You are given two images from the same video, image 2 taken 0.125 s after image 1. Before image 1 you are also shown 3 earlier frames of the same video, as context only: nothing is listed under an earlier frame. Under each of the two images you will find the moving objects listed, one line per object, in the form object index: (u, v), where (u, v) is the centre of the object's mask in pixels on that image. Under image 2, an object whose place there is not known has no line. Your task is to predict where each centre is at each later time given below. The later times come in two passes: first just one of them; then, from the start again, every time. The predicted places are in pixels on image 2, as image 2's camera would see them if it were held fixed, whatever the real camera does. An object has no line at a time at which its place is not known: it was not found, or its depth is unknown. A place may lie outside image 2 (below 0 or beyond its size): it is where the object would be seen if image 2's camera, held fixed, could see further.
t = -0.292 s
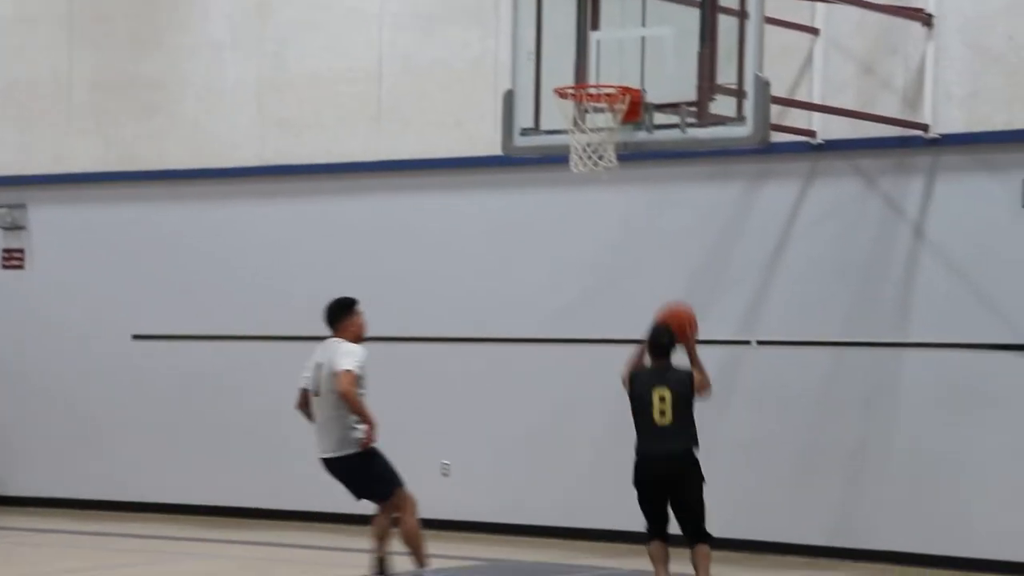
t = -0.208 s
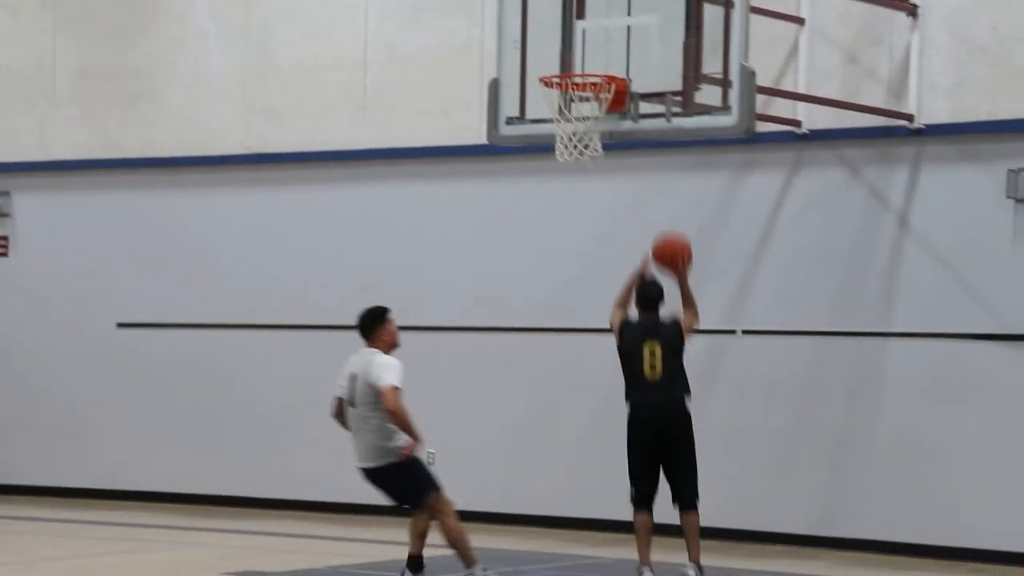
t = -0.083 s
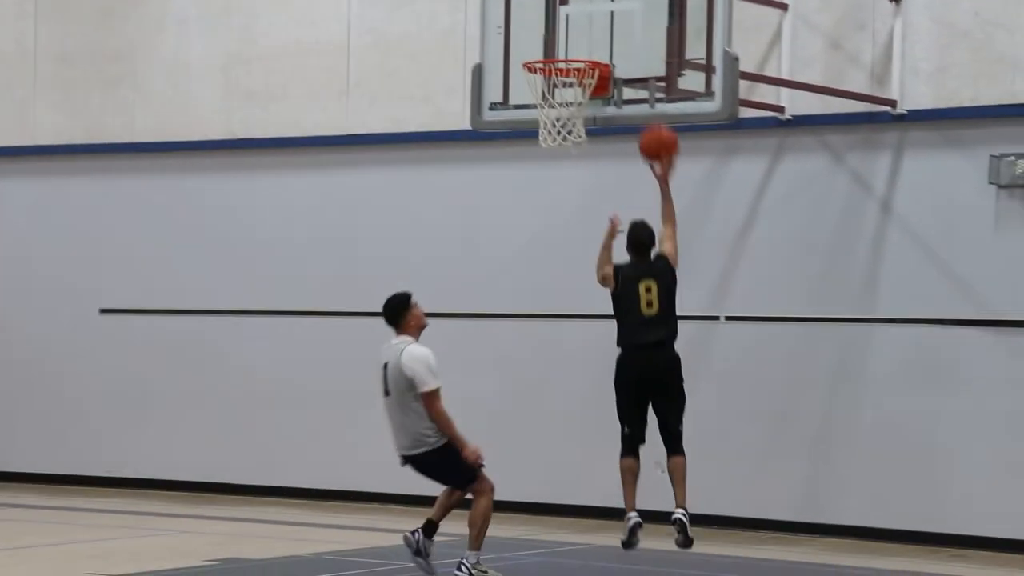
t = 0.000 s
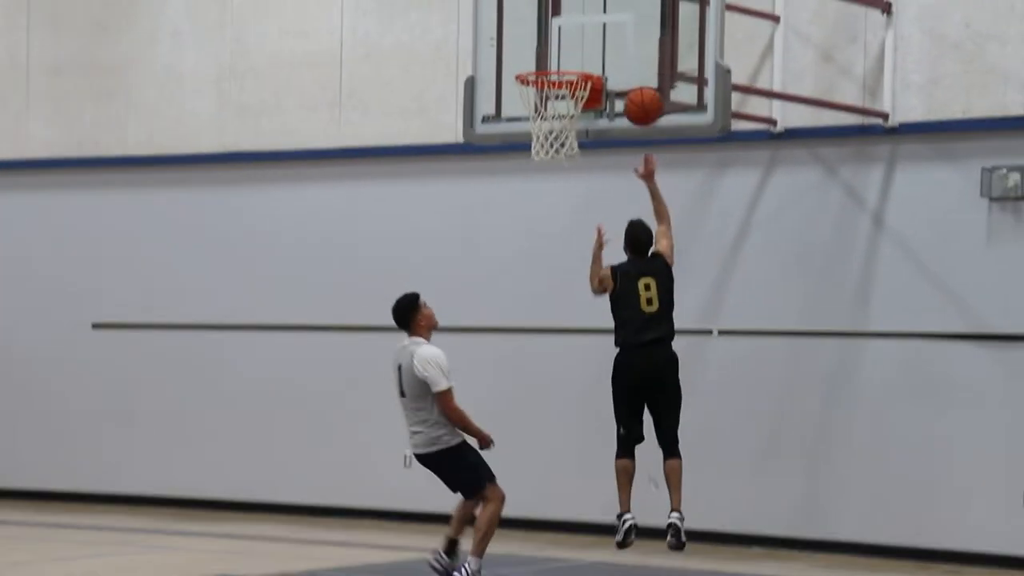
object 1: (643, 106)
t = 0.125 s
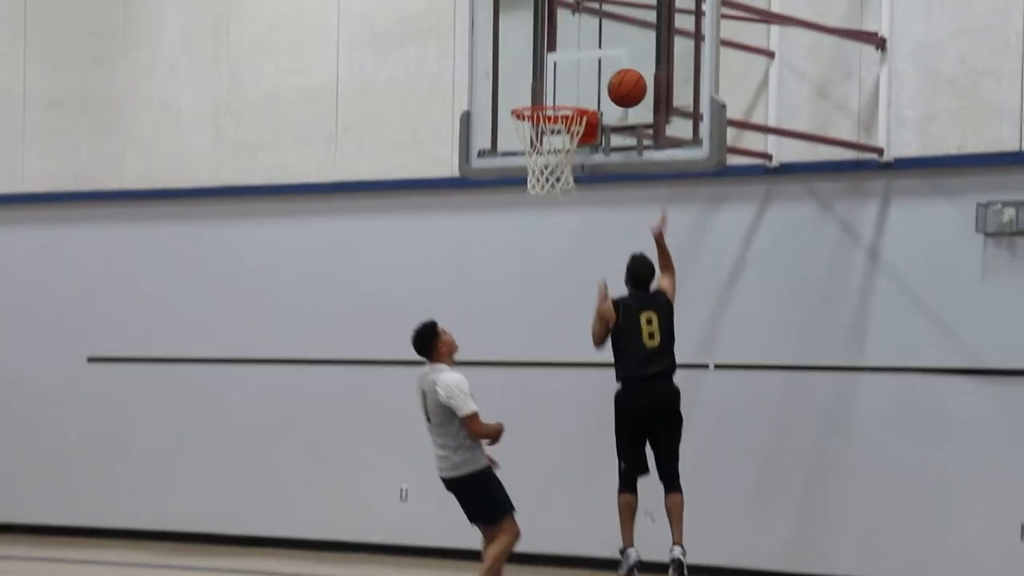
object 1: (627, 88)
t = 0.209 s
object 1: (615, 69)
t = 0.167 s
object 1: (623, 76)
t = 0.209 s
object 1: (615, 69)
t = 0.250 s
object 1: (606, 66)
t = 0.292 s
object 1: (596, 65)
